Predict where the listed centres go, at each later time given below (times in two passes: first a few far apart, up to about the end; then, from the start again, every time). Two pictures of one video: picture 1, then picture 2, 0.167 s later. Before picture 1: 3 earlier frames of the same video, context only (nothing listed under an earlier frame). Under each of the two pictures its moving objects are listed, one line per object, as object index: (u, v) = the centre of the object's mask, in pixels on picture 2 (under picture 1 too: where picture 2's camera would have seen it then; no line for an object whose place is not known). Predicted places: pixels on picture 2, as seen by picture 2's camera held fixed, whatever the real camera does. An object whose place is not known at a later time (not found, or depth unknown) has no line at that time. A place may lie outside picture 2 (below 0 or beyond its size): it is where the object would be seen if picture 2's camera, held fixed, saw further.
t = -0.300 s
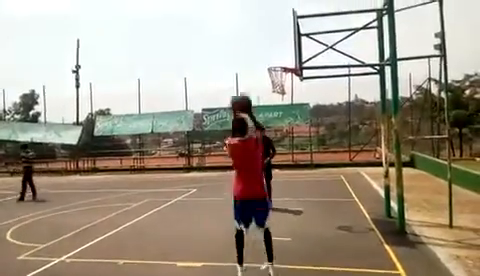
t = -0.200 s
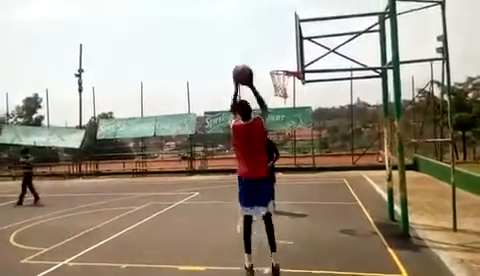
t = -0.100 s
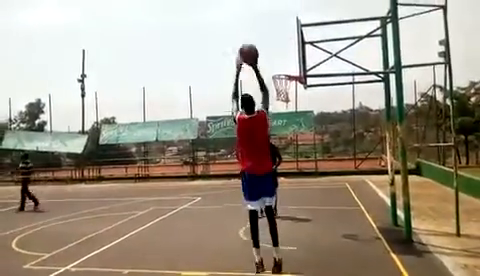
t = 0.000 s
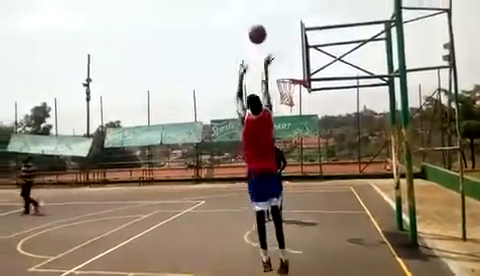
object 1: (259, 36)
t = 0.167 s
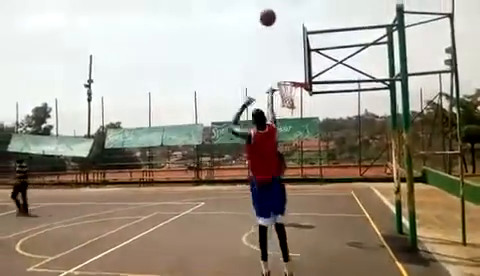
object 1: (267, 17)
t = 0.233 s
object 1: (270, 15)
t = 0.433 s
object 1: (278, 25)
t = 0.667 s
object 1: (285, 60)
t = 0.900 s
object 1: (287, 83)
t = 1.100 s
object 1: (291, 94)
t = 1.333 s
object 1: (293, 98)
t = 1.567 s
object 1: (291, 96)
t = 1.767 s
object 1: (291, 96)
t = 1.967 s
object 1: (295, 105)
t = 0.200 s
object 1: (269, 16)
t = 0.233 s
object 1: (270, 15)
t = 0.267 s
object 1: (271, 16)
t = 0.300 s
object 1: (273, 16)
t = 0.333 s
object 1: (274, 18)
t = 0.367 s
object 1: (276, 20)
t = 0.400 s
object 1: (277, 22)
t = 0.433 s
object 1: (278, 25)
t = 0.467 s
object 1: (279, 29)
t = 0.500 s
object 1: (280, 33)
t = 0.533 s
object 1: (281, 37)
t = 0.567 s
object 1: (281, 42)
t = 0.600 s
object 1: (282, 48)
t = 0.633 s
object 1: (284, 54)
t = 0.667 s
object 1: (285, 60)
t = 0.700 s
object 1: (286, 67)
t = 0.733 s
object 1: (287, 74)
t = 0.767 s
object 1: (288, 77)
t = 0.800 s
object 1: (289, 80)
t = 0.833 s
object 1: (290, 83)
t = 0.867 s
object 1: (290, 83)
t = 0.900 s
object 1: (287, 83)
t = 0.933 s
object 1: (287, 83)
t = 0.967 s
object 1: (288, 85)
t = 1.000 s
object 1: (289, 87)
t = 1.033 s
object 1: (289, 88)
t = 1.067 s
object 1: (290, 92)
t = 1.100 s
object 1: (291, 94)
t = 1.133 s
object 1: (291, 96)
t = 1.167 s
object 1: (291, 96)
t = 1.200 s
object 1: (292, 97)
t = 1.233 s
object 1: (292, 97)
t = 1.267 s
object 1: (293, 97)
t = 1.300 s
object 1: (293, 97)
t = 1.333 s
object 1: (293, 98)
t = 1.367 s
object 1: (293, 98)
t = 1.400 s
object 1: (293, 98)
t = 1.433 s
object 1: (293, 98)
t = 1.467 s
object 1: (292, 97)
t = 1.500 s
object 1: (292, 97)
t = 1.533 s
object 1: (292, 97)
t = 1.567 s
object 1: (291, 96)
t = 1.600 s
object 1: (291, 96)
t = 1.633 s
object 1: (291, 96)
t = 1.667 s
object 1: (291, 96)
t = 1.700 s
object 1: (291, 95)
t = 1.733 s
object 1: (291, 96)
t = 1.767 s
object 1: (291, 96)
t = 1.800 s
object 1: (291, 96)
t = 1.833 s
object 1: (291, 97)
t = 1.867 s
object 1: (292, 98)
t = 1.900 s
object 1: (294, 100)
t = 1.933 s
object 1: (294, 102)
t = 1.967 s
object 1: (295, 105)
